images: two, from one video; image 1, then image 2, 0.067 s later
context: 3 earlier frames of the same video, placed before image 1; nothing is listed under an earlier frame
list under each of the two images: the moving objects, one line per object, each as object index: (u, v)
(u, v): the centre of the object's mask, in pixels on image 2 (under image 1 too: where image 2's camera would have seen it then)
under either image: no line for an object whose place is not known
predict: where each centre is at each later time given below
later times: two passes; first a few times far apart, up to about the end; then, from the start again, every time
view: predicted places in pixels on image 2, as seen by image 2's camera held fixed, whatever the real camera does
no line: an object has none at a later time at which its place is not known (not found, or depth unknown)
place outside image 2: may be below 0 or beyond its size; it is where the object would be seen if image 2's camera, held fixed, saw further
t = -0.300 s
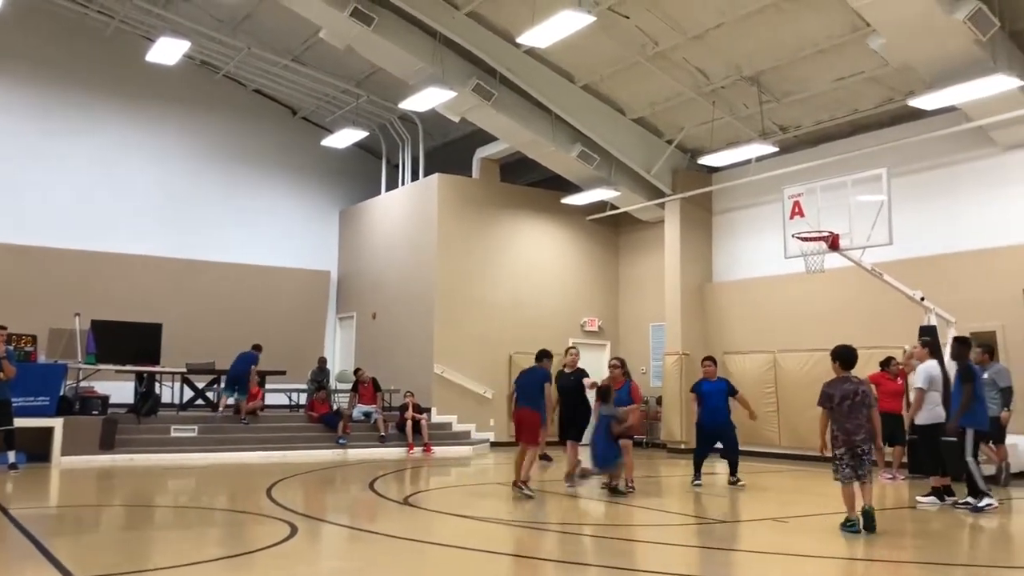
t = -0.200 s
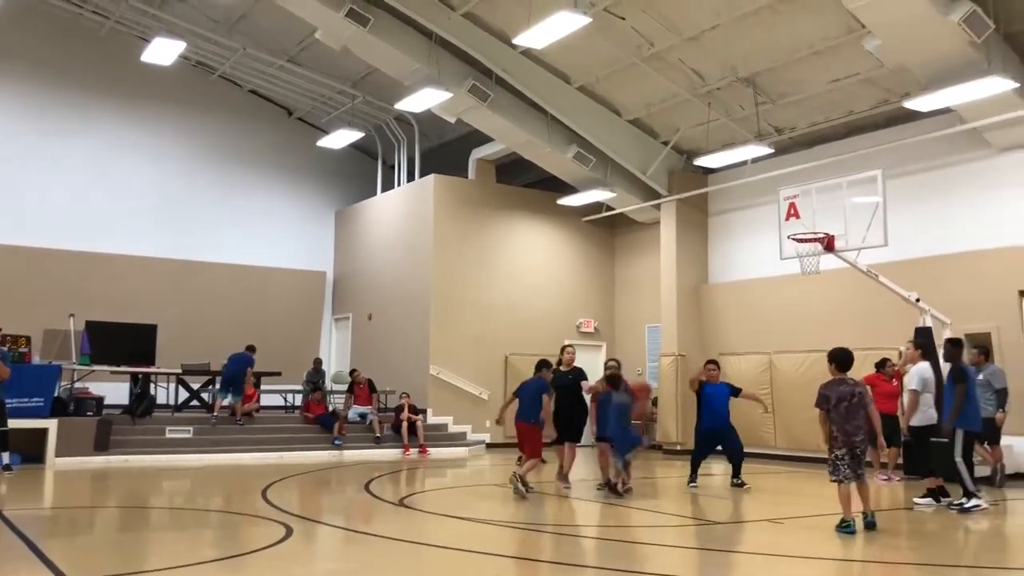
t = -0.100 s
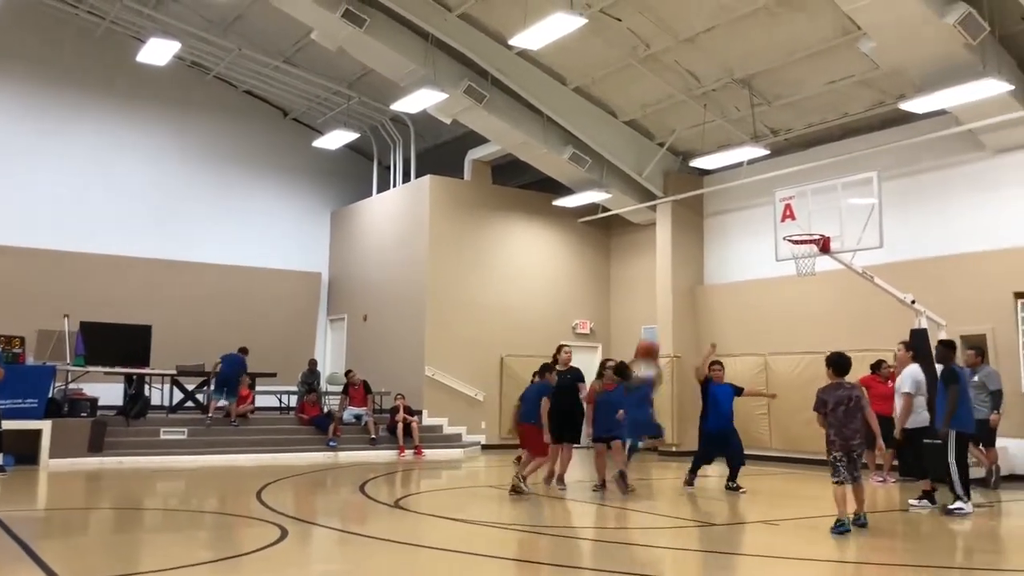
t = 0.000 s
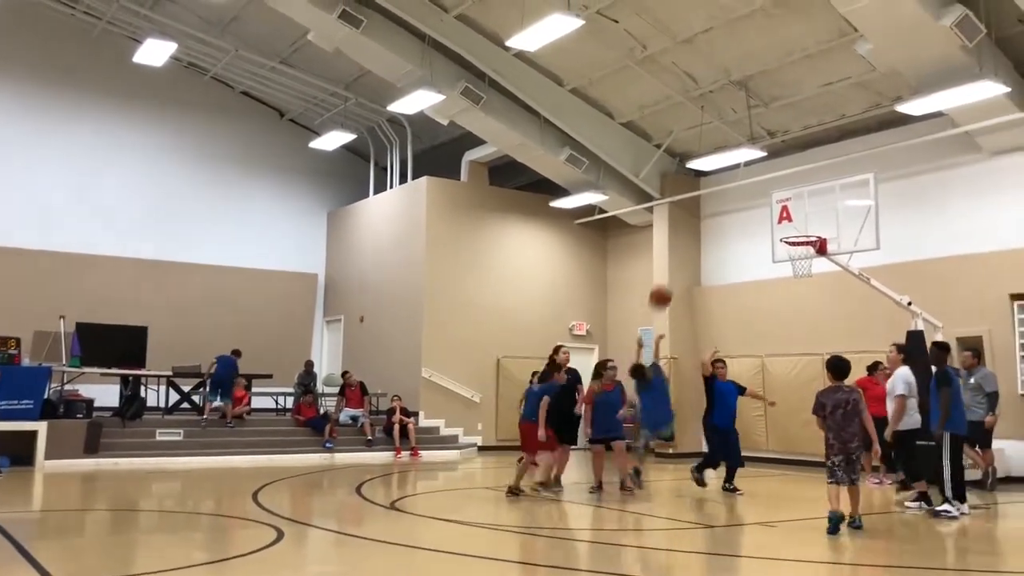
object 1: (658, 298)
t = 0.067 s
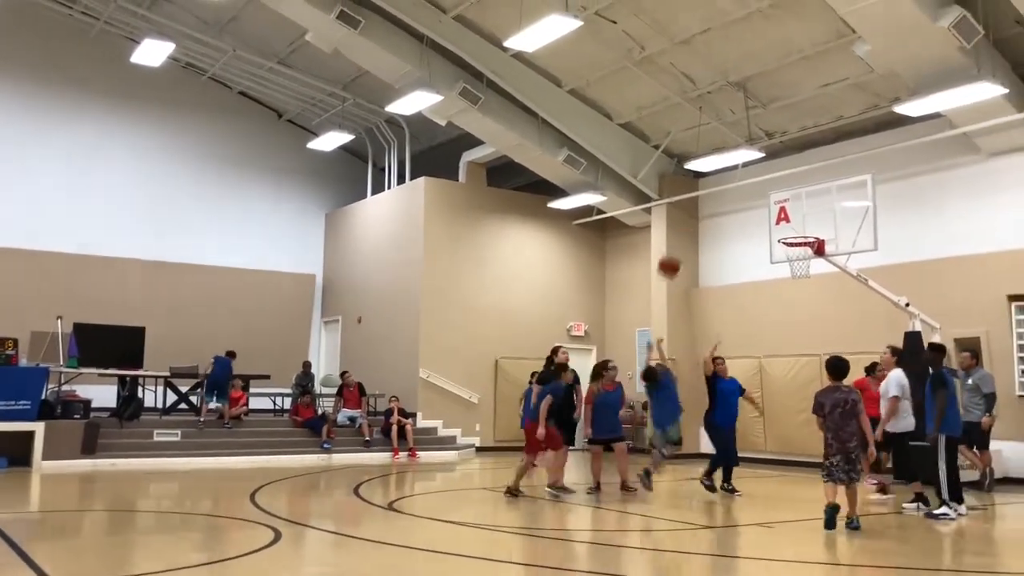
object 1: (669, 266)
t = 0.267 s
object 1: (699, 198)
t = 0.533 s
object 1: (738, 164)
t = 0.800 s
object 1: (773, 188)
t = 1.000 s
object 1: (799, 245)
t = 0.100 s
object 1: (674, 251)
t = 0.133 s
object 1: (679, 239)
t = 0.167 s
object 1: (684, 228)
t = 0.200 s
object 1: (689, 215)
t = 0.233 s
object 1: (695, 206)
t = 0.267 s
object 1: (699, 198)
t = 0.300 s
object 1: (704, 190)
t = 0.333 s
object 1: (709, 183)
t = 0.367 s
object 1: (714, 178)
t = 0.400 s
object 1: (718, 173)
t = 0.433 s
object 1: (723, 169)
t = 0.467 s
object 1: (729, 166)
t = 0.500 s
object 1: (733, 165)
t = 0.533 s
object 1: (738, 164)
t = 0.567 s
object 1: (742, 164)
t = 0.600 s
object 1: (747, 165)
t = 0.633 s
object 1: (751, 167)
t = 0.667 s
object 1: (755, 170)
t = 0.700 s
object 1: (760, 173)
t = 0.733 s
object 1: (765, 178)
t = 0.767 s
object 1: (769, 182)
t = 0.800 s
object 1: (773, 188)
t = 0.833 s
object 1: (778, 195)
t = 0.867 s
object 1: (782, 204)
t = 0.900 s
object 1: (787, 214)
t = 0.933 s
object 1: (792, 223)
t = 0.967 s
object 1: (795, 232)
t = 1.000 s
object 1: (799, 245)
